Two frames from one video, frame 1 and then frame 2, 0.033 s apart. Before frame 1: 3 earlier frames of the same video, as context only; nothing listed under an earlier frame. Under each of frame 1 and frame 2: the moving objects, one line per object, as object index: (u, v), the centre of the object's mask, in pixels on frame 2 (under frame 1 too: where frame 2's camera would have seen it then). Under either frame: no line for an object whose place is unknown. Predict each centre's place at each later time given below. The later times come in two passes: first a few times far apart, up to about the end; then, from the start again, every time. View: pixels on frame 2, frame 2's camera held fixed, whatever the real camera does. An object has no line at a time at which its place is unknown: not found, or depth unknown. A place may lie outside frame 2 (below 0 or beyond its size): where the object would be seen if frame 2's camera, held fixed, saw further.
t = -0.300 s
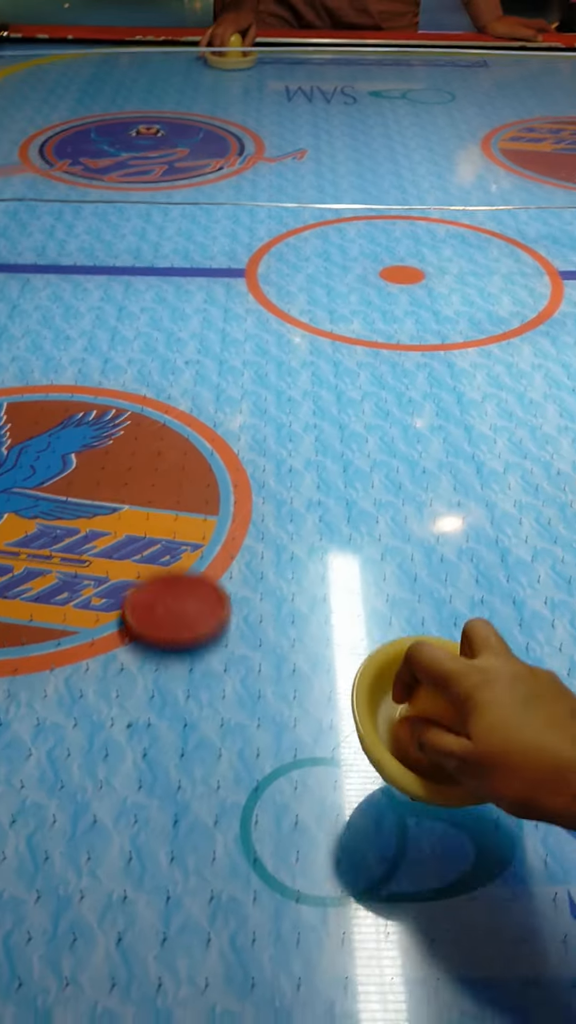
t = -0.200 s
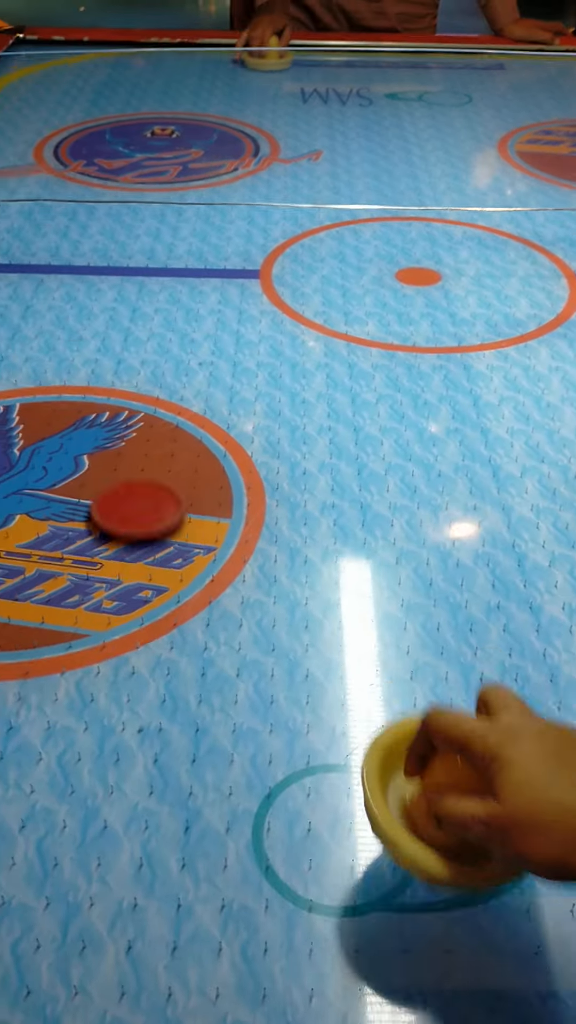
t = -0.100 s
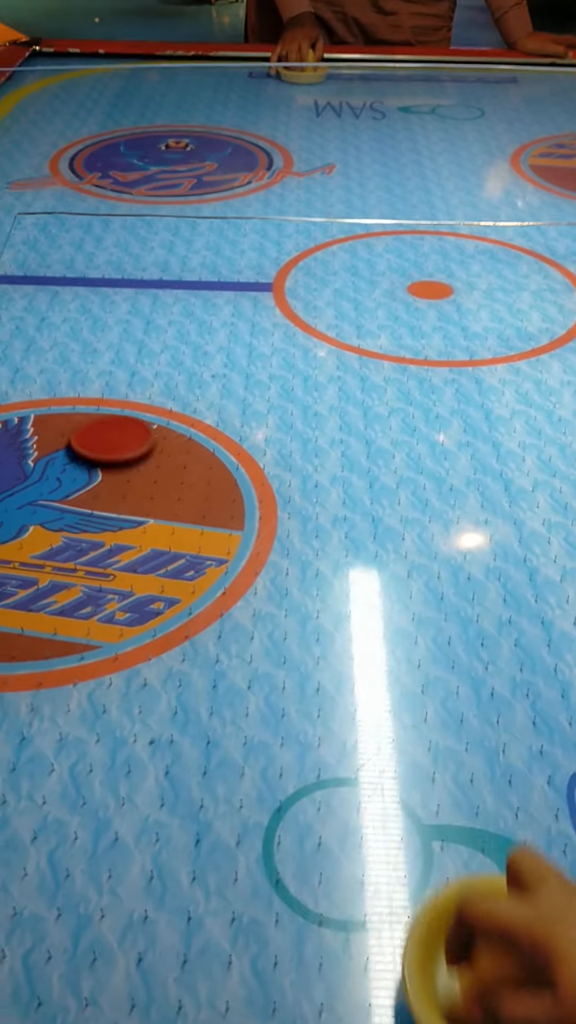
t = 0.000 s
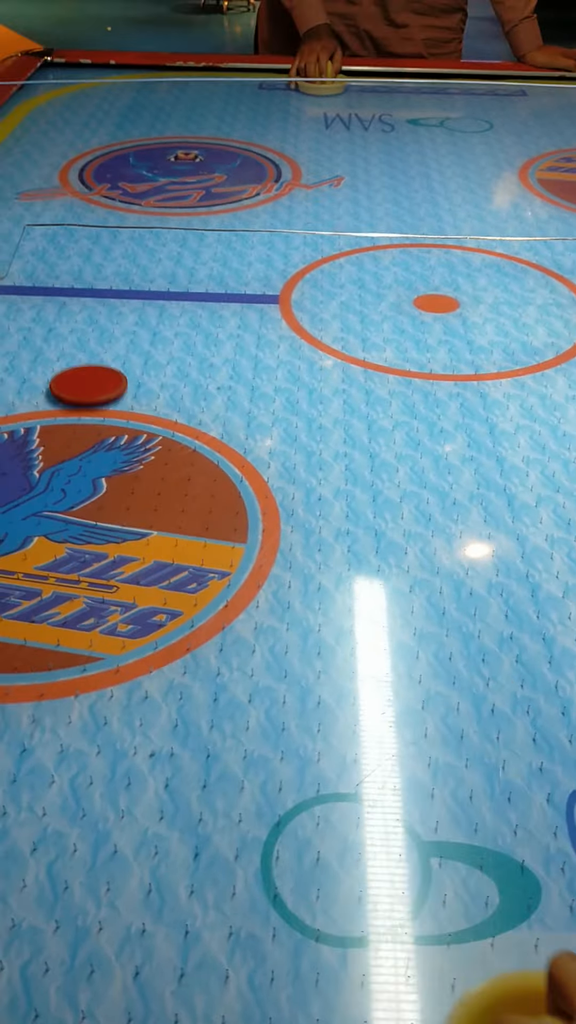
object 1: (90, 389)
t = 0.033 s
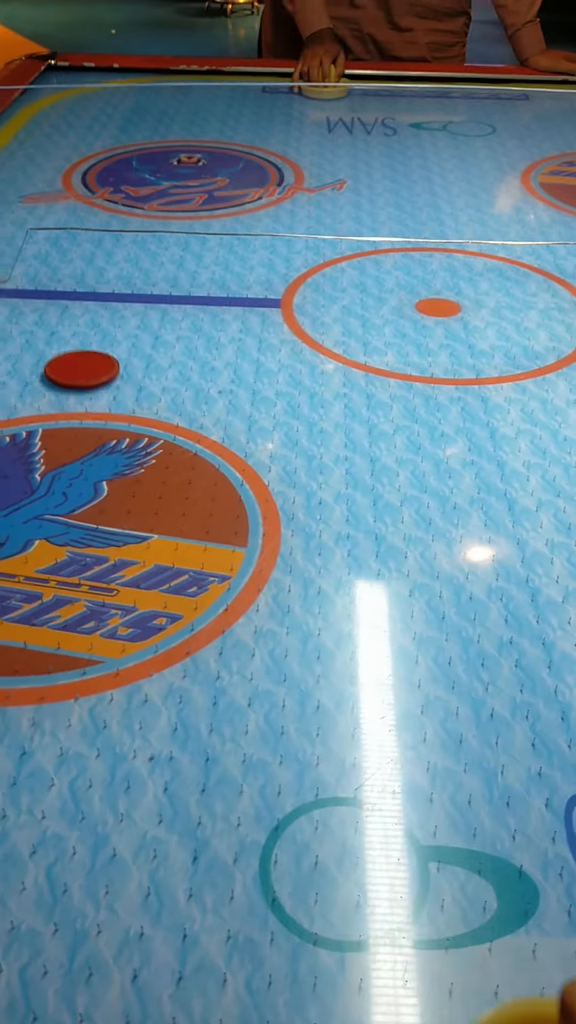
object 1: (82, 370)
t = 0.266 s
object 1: (37, 263)
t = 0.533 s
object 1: (5, 180)
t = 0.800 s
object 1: (18, 123)
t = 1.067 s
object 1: (108, 85)
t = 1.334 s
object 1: (167, 95)
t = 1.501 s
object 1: (203, 116)
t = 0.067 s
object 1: (74, 351)
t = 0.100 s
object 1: (67, 334)
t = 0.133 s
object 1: (60, 318)
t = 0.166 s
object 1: (54, 303)
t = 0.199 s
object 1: (48, 289)
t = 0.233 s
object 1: (43, 275)
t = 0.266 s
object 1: (37, 263)
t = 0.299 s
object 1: (32, 251)
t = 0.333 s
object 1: (27, 239)
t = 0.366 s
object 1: (22, 228)
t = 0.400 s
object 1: (18, 218)
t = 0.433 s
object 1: (15, 208)
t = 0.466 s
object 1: (11, 198)
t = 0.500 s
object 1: (8, 189)
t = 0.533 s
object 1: (5, 180)
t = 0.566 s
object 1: (2, 172)
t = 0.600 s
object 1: (-1, 164)
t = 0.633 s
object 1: (-4, 156)
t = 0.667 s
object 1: (-6, 148)
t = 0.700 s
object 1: (-6, 141)
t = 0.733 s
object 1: (-3, 134)
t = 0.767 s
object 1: (8, 129)
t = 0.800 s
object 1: (18, 123)
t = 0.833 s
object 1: (30, 118)
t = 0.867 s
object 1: (42, 112)
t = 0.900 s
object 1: (54, 108)
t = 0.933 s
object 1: (65, 104)
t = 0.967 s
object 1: (76, 97)
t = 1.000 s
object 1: (88, 92)
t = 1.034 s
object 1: (98, 89)
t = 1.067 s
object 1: (108, 85)
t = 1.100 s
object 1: (118, 80)
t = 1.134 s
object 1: (127, 77)
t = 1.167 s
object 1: (134, 76)
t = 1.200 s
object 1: (141, 80)
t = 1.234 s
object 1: (147, 83)
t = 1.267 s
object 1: (154, 87)
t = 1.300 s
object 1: (161, 91)
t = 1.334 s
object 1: (167, 95)
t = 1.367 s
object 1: (174, 99)
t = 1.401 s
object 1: (181, 104)
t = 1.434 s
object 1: (188, 108)
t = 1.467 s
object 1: (196, 112)
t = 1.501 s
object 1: (203, 116)
